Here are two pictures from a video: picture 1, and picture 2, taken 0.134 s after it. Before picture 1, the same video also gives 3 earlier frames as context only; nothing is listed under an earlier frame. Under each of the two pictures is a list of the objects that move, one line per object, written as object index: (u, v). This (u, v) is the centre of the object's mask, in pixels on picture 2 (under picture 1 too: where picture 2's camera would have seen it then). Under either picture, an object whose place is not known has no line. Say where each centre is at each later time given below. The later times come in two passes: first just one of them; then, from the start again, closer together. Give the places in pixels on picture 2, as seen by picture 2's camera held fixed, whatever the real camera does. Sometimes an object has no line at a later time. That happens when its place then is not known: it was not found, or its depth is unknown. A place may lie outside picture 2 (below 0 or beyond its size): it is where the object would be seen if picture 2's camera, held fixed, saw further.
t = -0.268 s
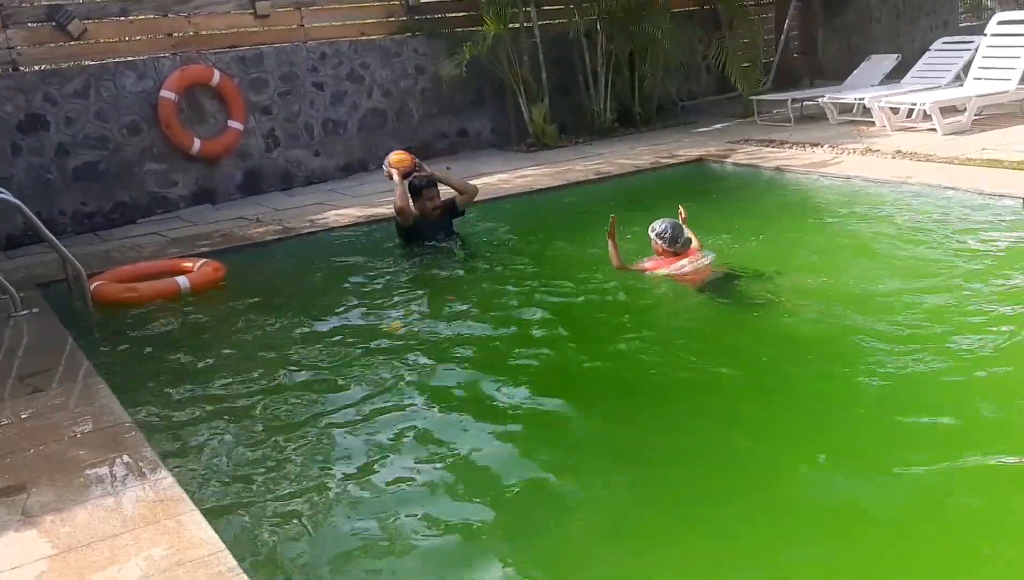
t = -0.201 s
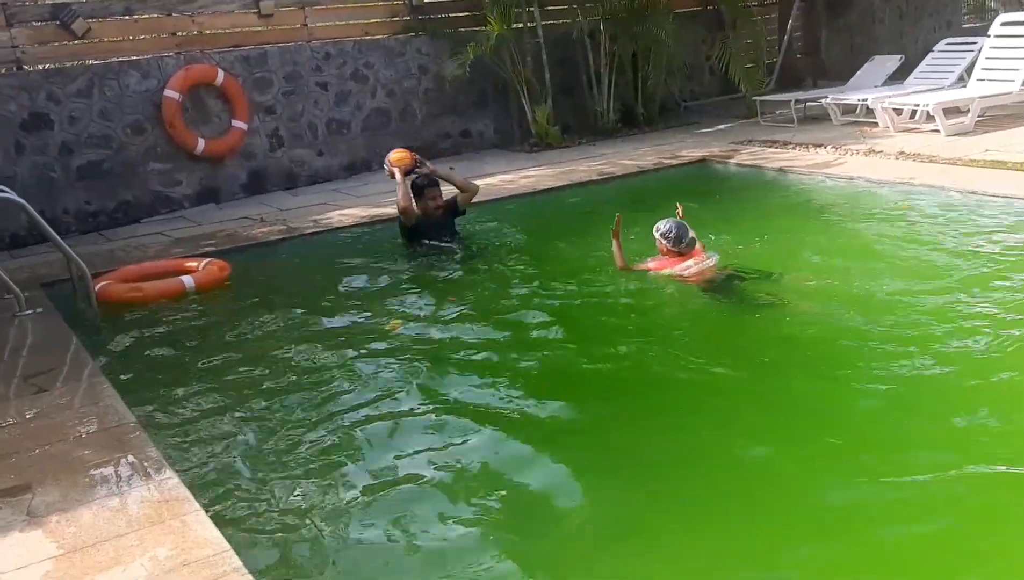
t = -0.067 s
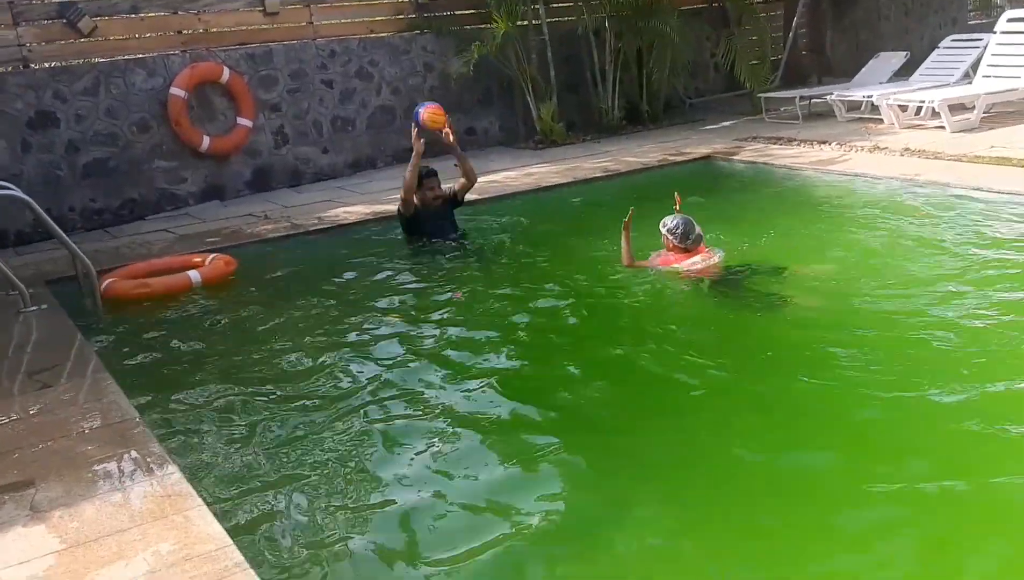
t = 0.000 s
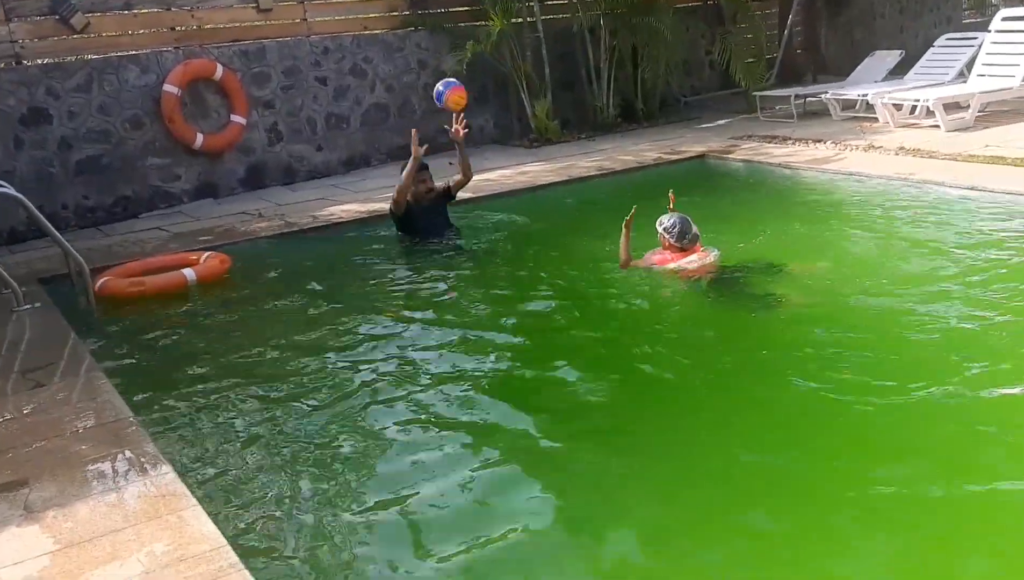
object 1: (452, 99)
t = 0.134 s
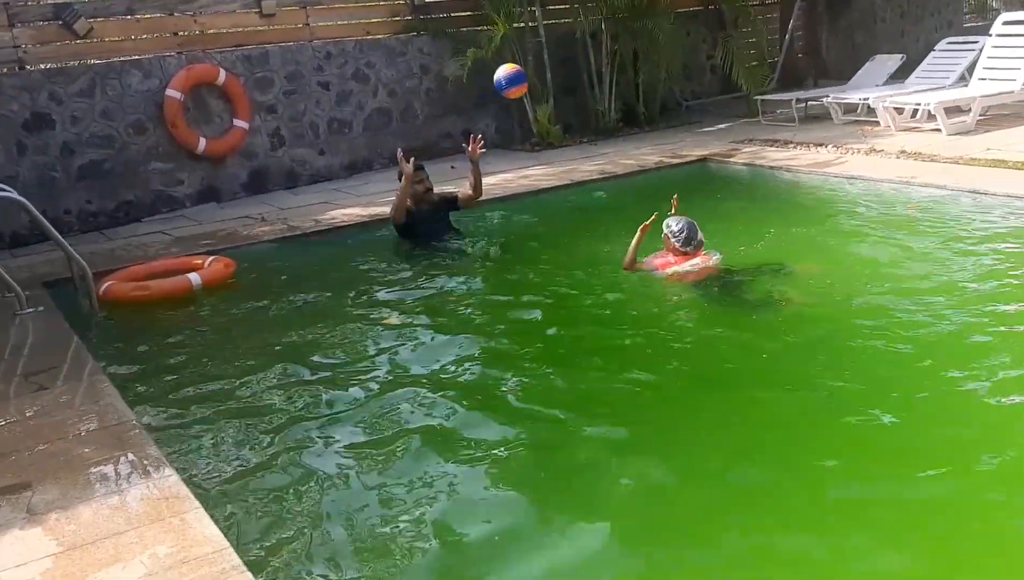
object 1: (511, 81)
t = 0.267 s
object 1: (577, 92)
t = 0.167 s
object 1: (527, 81)
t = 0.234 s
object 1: (560, 86)
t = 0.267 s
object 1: (577, 92)
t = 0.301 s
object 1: (595, 101)
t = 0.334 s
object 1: (613, 112)
